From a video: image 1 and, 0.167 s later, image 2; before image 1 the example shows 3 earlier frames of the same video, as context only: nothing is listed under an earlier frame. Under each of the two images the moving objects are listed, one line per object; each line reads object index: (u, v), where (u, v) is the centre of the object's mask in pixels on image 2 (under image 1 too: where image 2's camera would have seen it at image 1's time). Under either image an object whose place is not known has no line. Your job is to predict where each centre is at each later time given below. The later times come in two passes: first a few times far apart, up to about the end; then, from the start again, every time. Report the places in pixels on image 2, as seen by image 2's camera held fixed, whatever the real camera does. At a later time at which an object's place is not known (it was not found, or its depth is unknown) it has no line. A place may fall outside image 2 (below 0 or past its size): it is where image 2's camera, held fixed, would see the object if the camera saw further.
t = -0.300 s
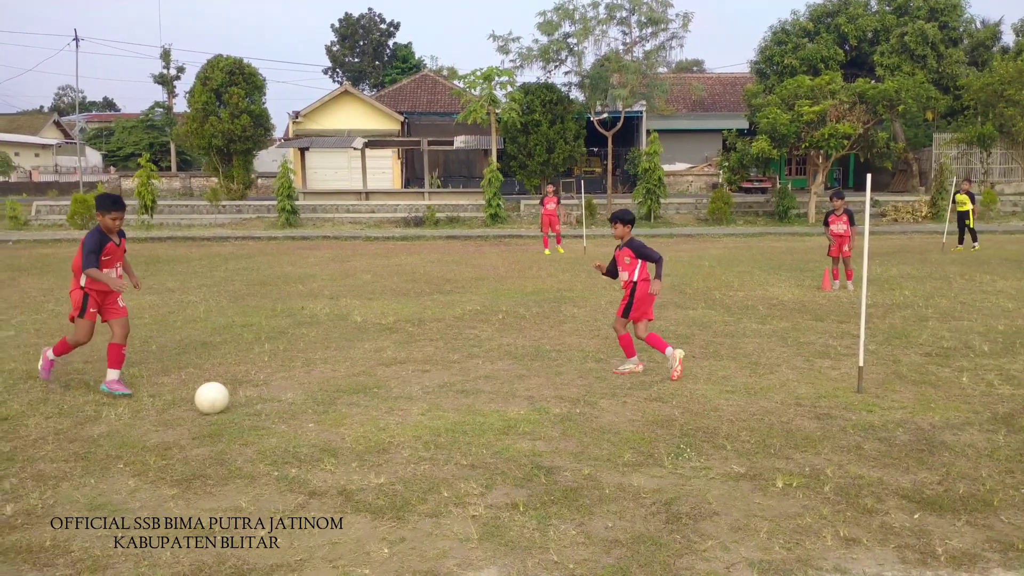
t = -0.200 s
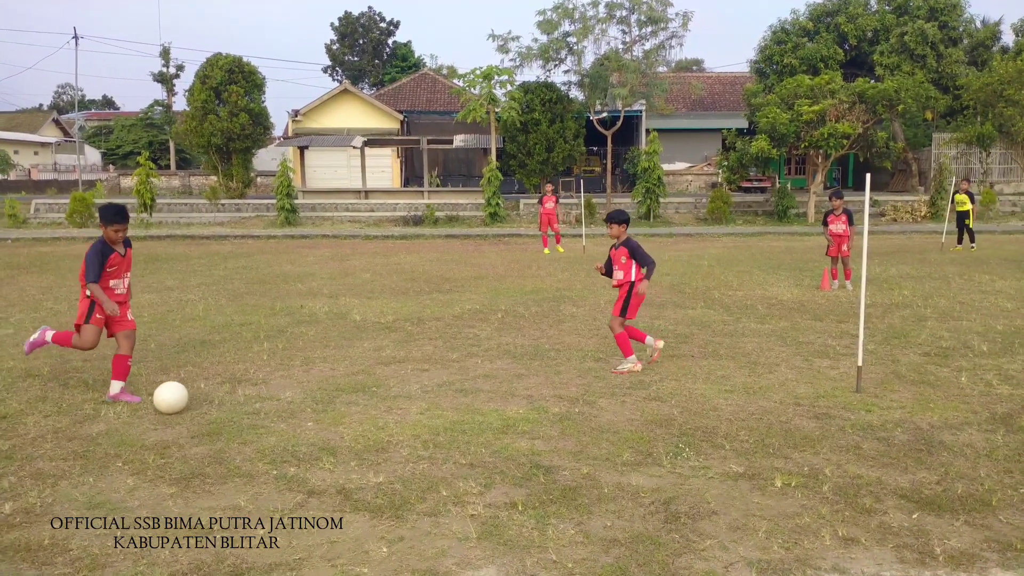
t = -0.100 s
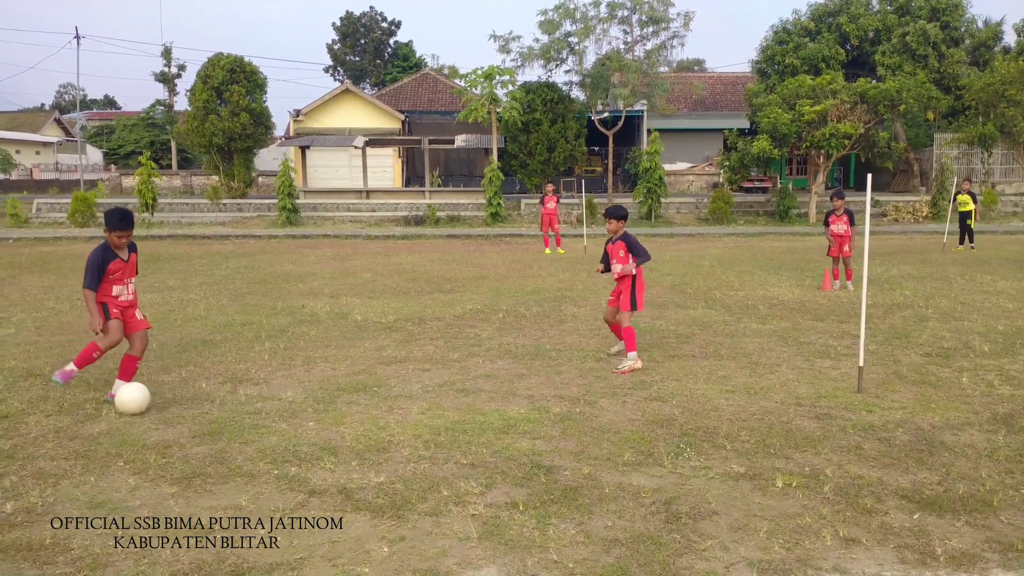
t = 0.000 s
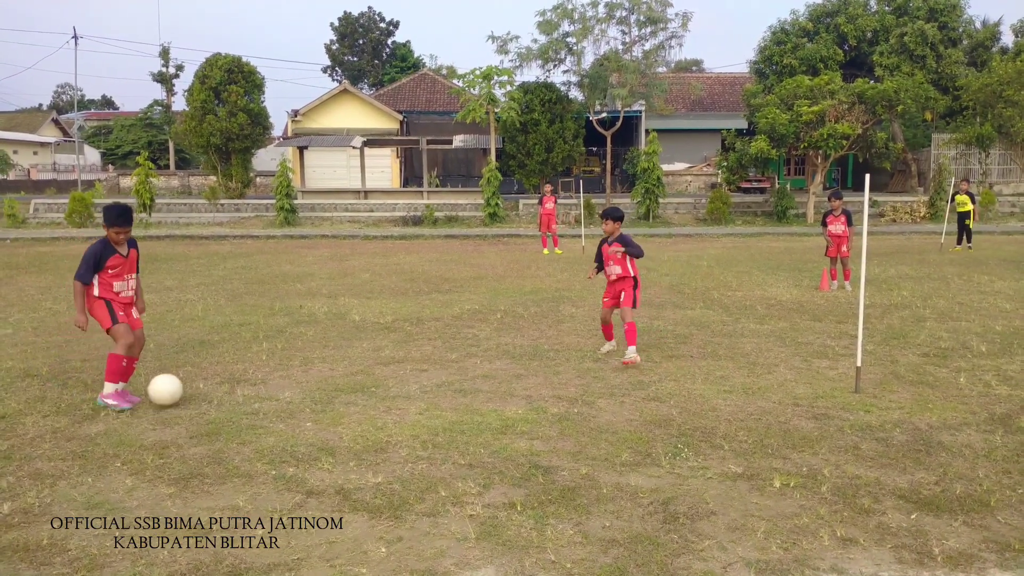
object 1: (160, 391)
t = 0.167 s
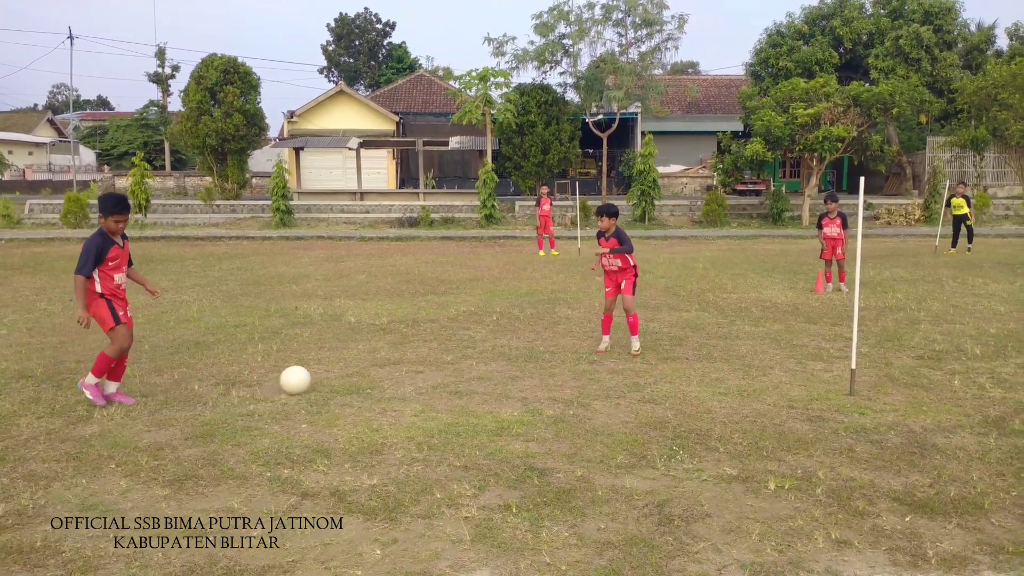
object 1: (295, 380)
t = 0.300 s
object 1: (367, 357)
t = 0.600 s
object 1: (491, 347)
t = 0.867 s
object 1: (574, 341)
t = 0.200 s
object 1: (314, 372)
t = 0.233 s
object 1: (332, 365)
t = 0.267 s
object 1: (350, 360)
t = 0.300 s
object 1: (367, 357)
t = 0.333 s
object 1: (384, 355)
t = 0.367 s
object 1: (400, 355)
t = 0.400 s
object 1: (416, 356)
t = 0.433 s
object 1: (432, 358)
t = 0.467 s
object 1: (446, 361)
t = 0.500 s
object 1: (458, 356)
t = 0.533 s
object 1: (469, 352)
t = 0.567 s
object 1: (480, 349)
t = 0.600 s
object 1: (491, 347)
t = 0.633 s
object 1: (503, 347)
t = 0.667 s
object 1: (513, 349)
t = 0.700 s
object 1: (524, 351)
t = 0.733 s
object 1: (534, 347)
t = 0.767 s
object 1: (544, 343)
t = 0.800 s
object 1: (554, 341)
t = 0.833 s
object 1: (565, 340)
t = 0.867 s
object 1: (574, 341)
